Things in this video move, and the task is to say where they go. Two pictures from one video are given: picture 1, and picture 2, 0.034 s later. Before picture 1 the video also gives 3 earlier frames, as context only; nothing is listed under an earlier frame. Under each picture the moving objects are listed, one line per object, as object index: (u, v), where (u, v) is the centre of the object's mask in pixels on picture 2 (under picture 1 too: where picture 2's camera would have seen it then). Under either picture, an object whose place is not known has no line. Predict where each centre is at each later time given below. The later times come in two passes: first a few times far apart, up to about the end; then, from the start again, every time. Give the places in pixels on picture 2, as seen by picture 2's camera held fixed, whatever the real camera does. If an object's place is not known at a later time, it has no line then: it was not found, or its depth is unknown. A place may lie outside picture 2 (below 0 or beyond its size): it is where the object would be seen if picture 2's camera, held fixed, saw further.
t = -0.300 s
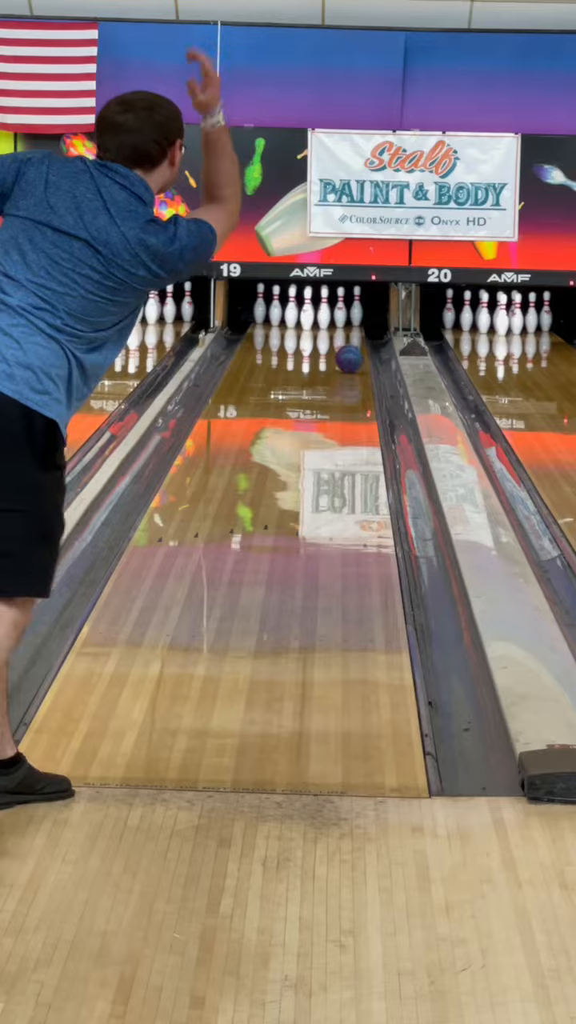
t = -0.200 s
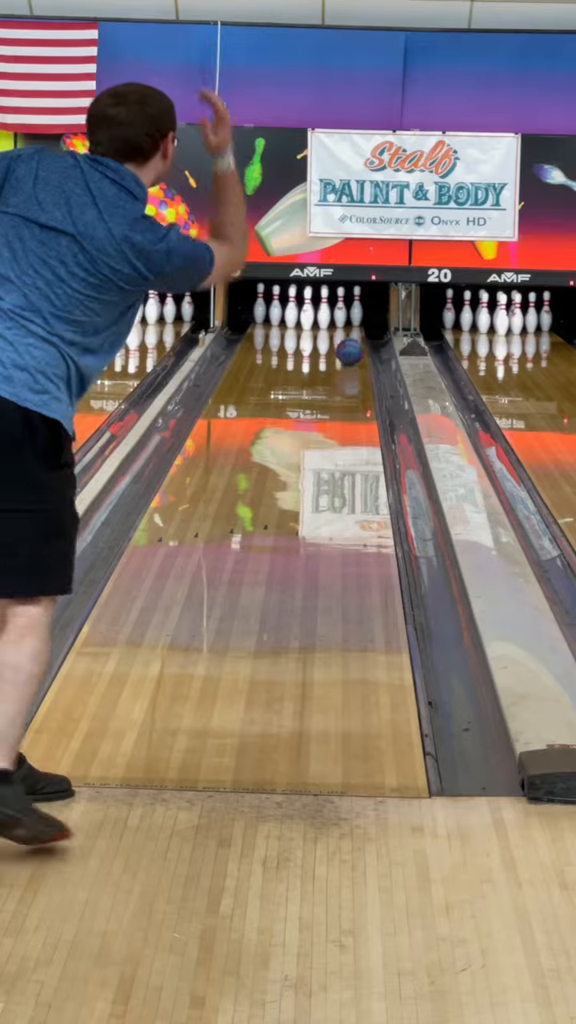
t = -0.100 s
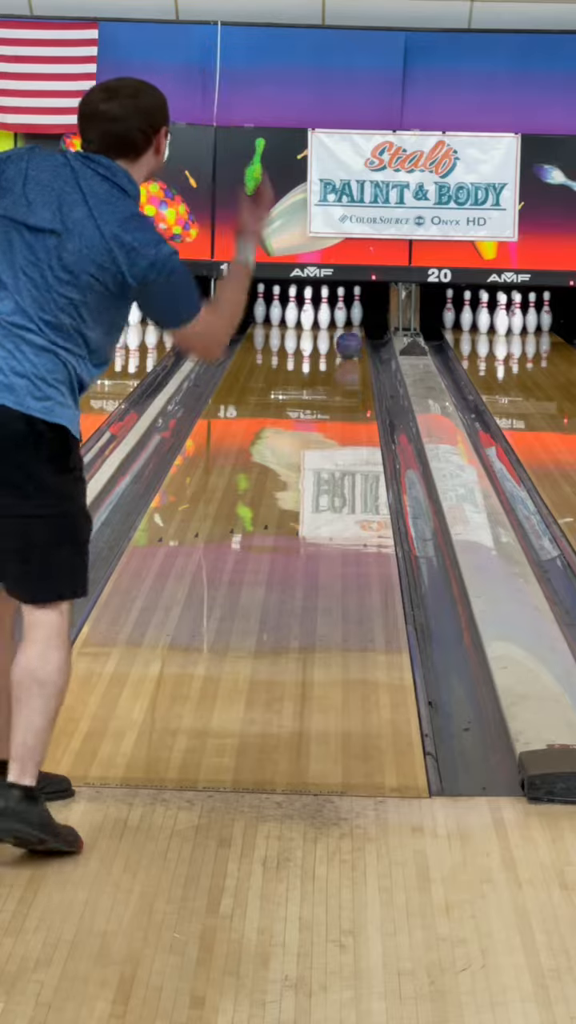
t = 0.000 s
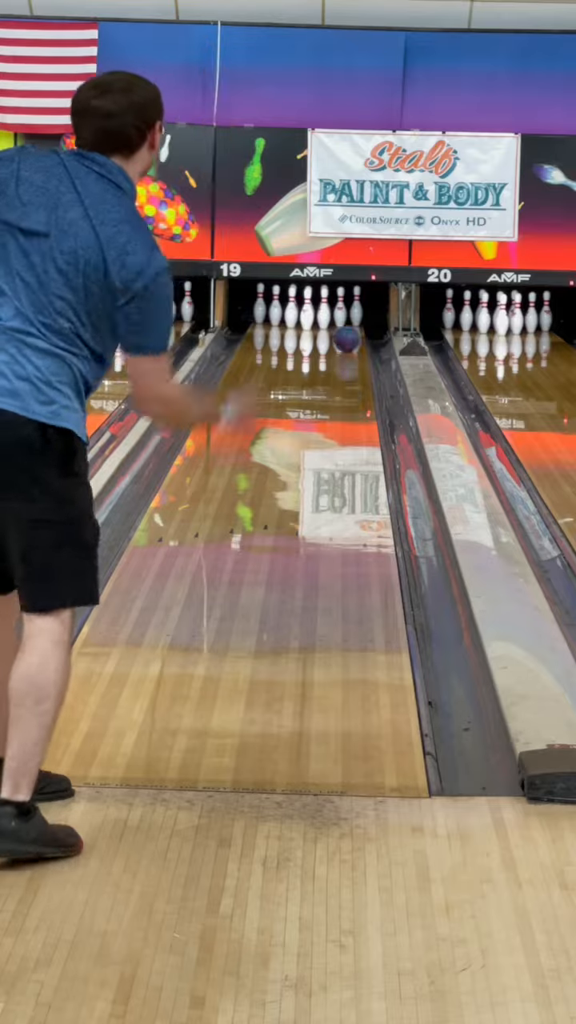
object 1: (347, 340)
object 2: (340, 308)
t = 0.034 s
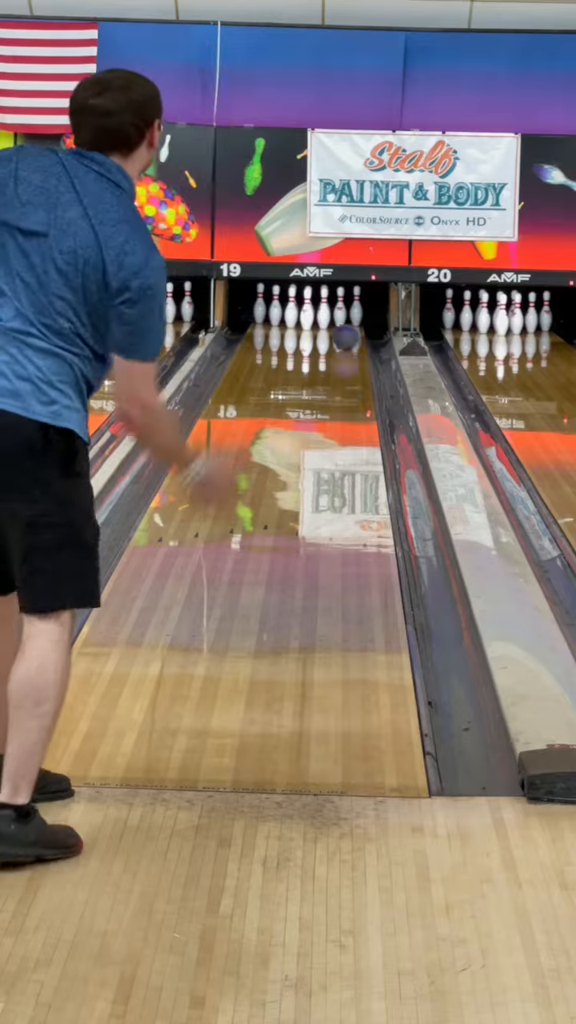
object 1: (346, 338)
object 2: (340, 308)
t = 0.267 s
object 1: (332, 326)
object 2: (340, 303)
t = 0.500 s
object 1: (323, 317)
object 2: (340, 308)
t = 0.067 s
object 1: (344, 336)
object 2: (340, 307)
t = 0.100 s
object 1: (342, 334)
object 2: (340, 306)
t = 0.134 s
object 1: (341, 332)
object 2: (340, 305)
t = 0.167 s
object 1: (340, 331)
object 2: (340, 304)
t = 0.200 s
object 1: (338, 329)
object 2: (340, 304)
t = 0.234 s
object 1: (335, 327)
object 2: (340, 303)
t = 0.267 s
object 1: (332, 326)
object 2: (340, 303)
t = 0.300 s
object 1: (330, 324)
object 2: (341, 305)
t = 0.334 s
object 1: (327, 322)
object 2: (341, 306)
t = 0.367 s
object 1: (324, 321)
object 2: (340, 308)
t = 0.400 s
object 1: (323, 320)
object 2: (340, 308)
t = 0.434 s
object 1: (322, 319)
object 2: (340, 308)
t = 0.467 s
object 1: (323, 318)
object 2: (340, 308)
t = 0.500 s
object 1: (323, 317)
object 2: (340, 308)
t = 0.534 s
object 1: (322, 314)
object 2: (343, 308)
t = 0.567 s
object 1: (321, 314)
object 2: (349, 308)
